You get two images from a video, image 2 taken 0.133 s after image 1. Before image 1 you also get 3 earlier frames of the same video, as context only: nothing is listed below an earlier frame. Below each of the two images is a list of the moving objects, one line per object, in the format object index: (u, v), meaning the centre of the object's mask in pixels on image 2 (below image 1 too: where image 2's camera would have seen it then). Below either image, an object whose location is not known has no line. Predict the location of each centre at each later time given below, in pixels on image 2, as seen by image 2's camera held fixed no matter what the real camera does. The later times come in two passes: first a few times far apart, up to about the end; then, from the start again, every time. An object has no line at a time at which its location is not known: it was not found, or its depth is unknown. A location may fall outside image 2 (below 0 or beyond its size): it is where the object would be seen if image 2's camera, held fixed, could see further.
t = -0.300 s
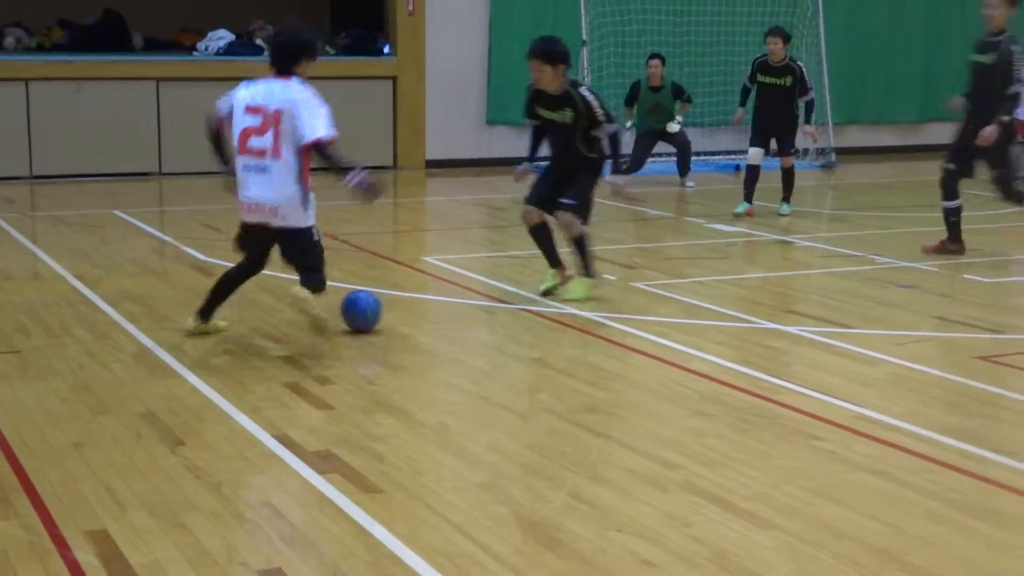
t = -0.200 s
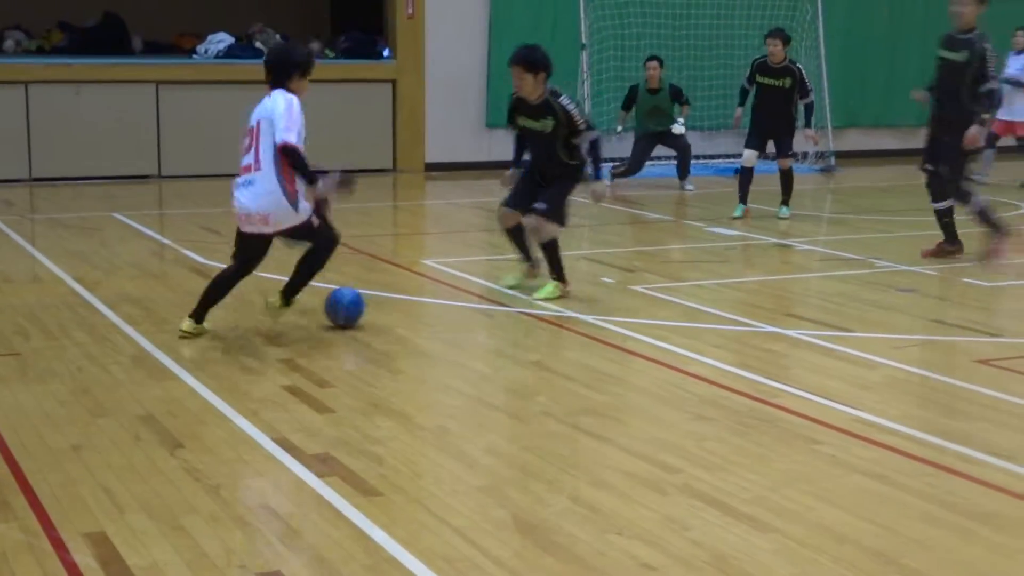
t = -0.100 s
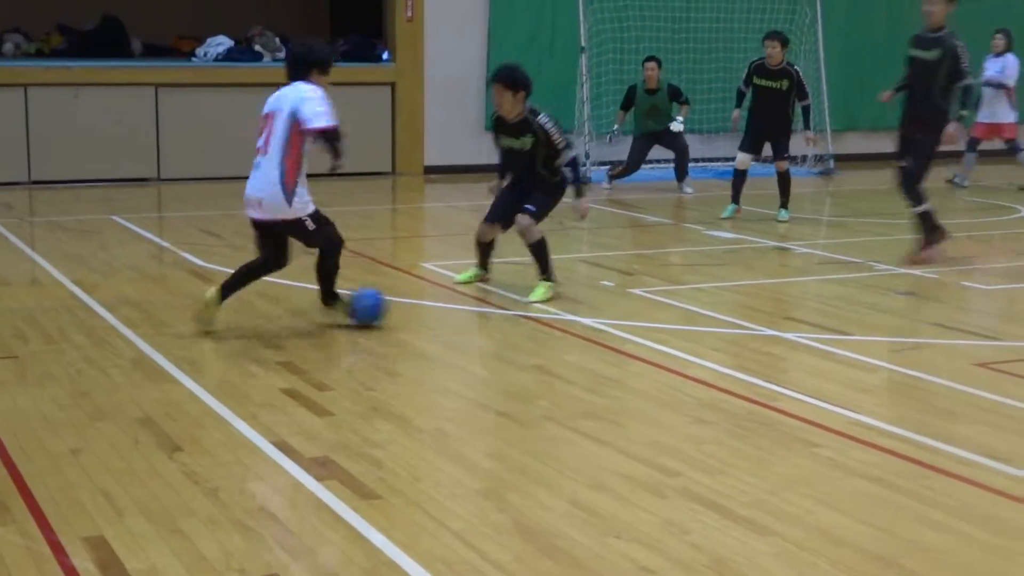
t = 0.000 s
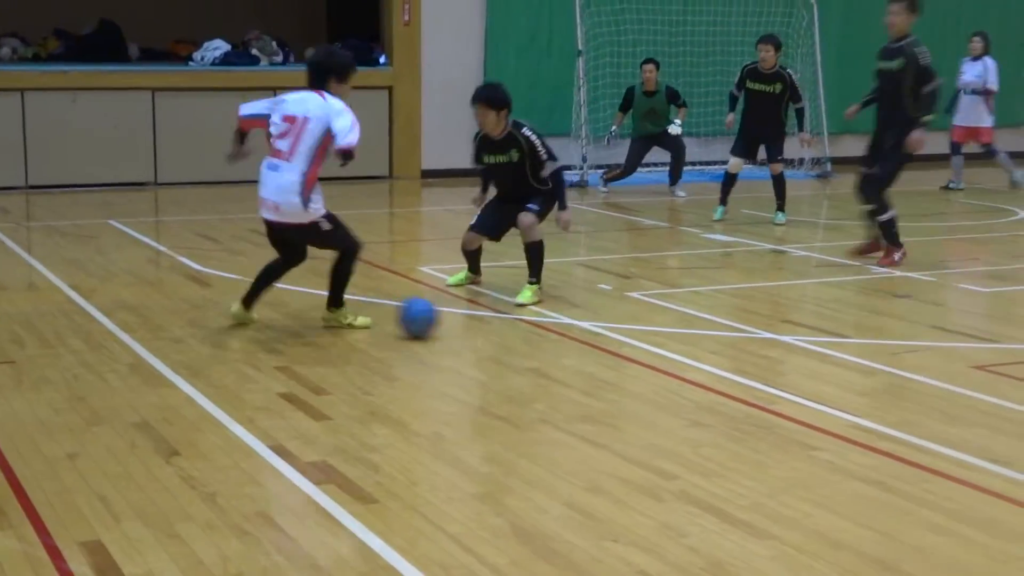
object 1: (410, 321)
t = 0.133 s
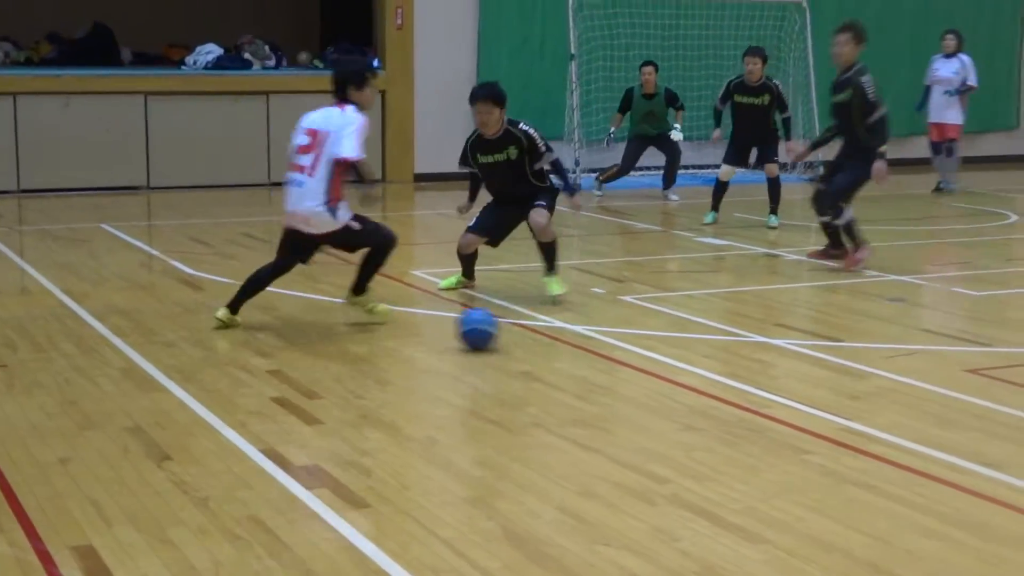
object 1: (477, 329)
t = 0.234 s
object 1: (525, 334)
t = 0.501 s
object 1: (641, 342)
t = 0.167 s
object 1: (493, 331)
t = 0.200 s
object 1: (510, 333)
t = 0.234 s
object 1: (525, 334)
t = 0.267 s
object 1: (541, 335)
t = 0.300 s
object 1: (556, 337)
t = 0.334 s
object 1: (570, 337)
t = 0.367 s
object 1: (586, 339)
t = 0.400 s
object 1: (600, 340)
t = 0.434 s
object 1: (613, 340)
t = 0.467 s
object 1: (628, 342)
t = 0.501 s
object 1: (641, 342)
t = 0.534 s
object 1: (656, 343)
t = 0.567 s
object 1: (670, 345)
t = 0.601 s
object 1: (684, 346)
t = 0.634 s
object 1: (699, 346)
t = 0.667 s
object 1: (713, 347)
